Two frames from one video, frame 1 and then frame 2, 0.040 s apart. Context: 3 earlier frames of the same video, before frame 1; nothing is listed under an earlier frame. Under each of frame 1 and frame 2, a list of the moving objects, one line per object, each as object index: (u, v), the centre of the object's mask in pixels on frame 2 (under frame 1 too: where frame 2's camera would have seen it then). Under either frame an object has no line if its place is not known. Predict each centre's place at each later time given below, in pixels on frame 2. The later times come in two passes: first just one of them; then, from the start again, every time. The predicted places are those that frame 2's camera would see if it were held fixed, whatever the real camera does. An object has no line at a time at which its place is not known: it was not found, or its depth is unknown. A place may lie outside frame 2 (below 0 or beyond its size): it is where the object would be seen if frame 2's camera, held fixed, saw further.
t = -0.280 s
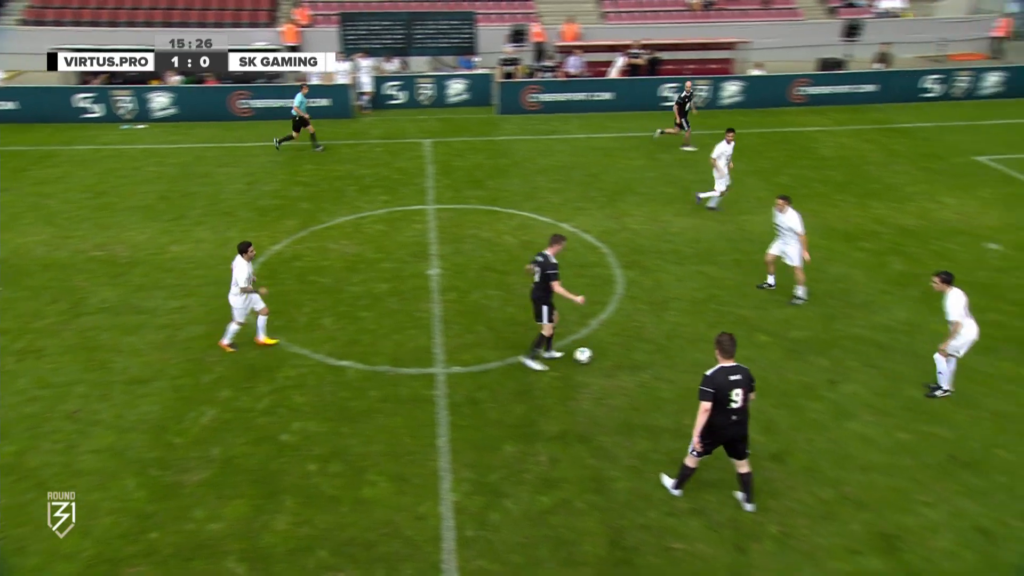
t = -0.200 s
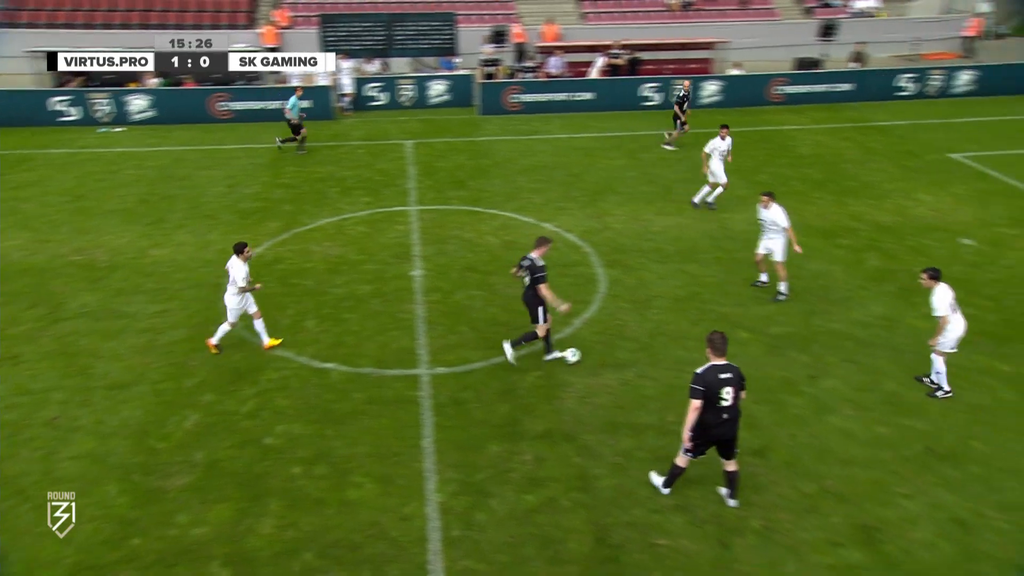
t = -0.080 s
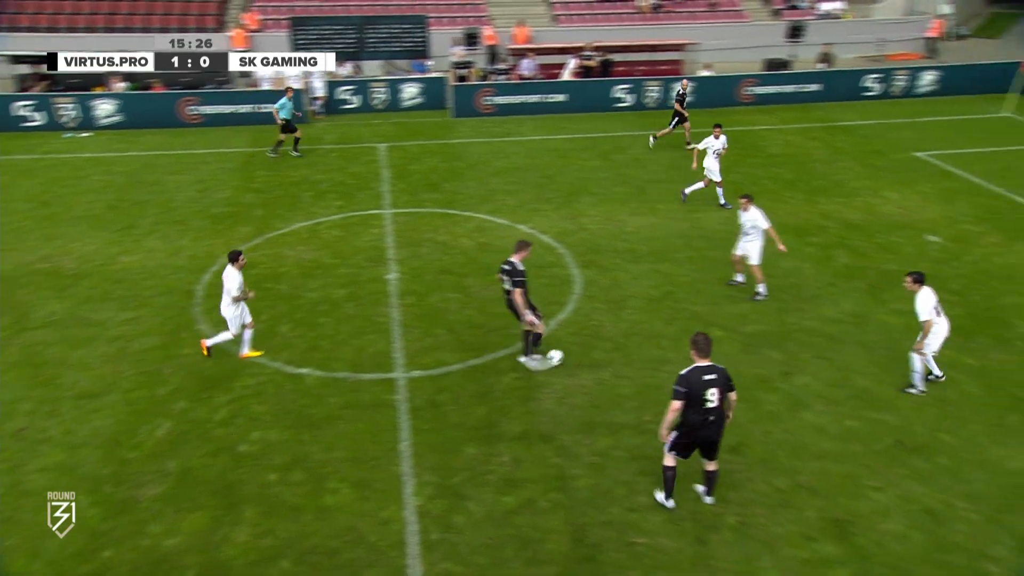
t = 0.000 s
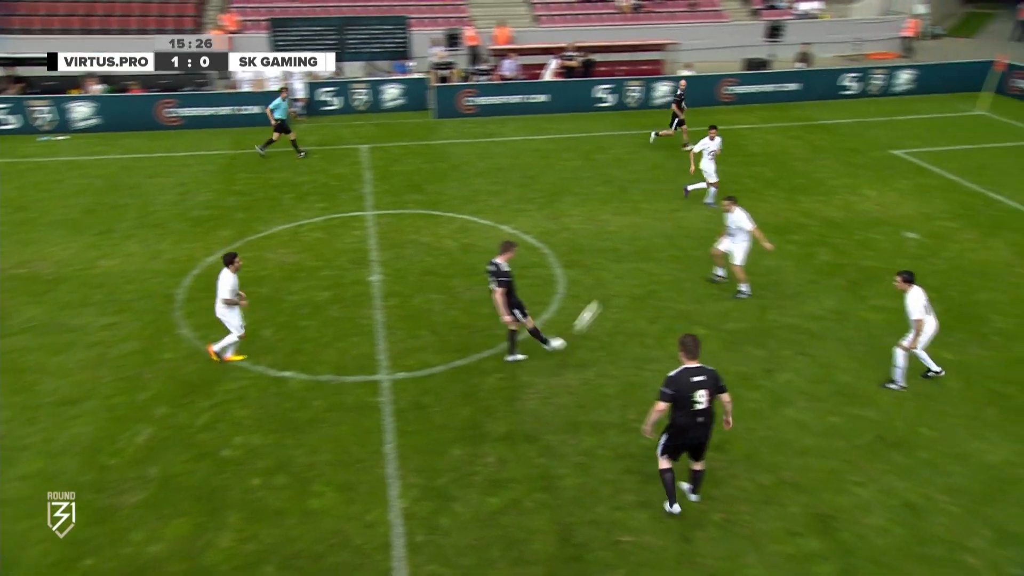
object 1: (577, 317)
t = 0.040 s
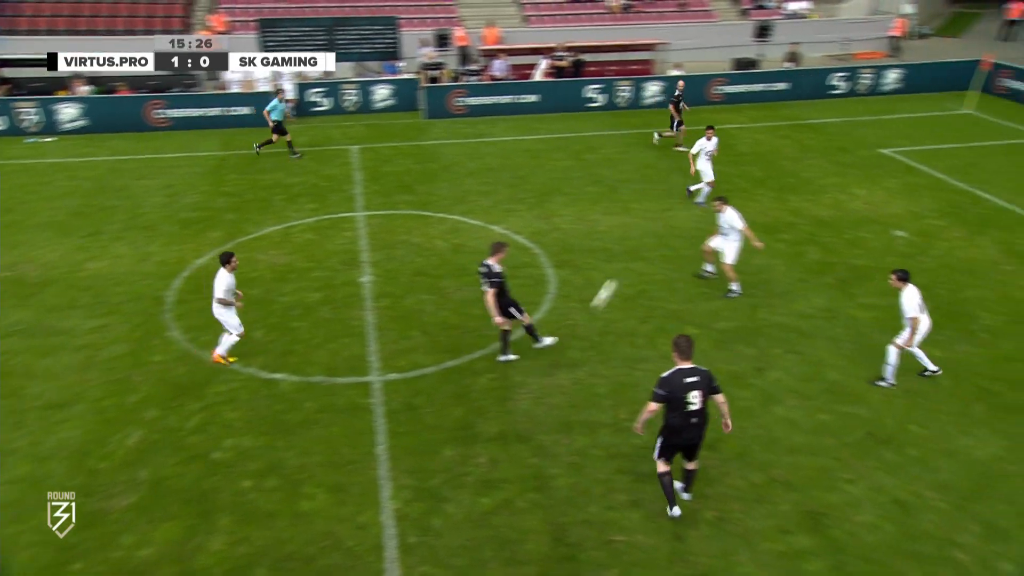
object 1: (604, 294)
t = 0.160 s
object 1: (675, 238)
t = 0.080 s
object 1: (629, 274)
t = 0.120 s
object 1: (652, 255)
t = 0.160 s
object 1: (675, 238)
